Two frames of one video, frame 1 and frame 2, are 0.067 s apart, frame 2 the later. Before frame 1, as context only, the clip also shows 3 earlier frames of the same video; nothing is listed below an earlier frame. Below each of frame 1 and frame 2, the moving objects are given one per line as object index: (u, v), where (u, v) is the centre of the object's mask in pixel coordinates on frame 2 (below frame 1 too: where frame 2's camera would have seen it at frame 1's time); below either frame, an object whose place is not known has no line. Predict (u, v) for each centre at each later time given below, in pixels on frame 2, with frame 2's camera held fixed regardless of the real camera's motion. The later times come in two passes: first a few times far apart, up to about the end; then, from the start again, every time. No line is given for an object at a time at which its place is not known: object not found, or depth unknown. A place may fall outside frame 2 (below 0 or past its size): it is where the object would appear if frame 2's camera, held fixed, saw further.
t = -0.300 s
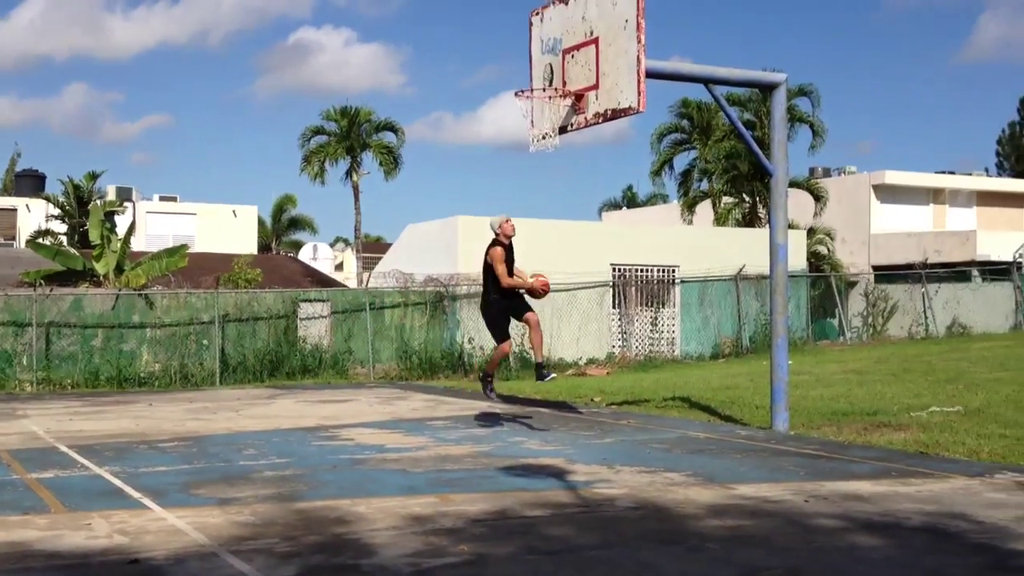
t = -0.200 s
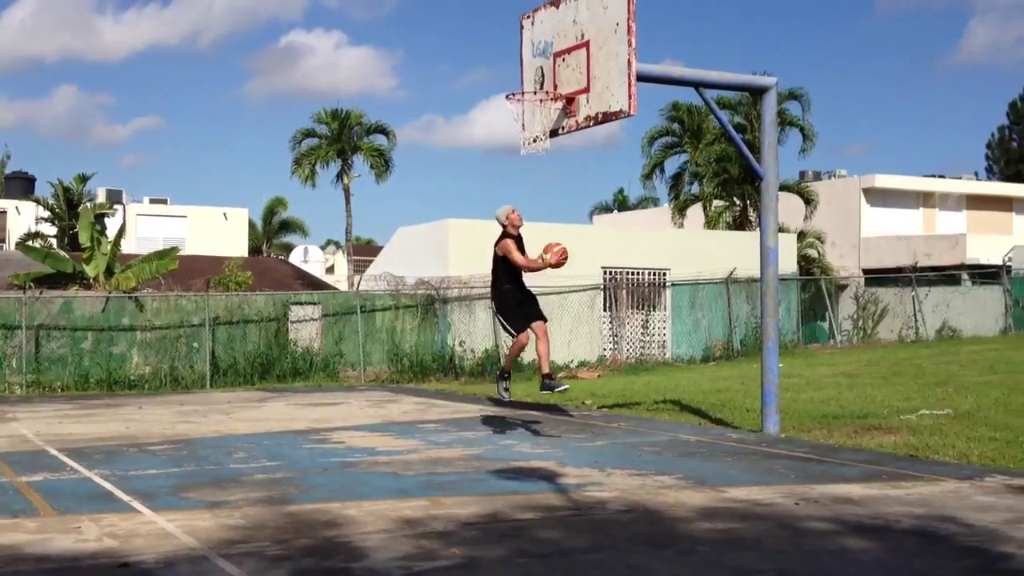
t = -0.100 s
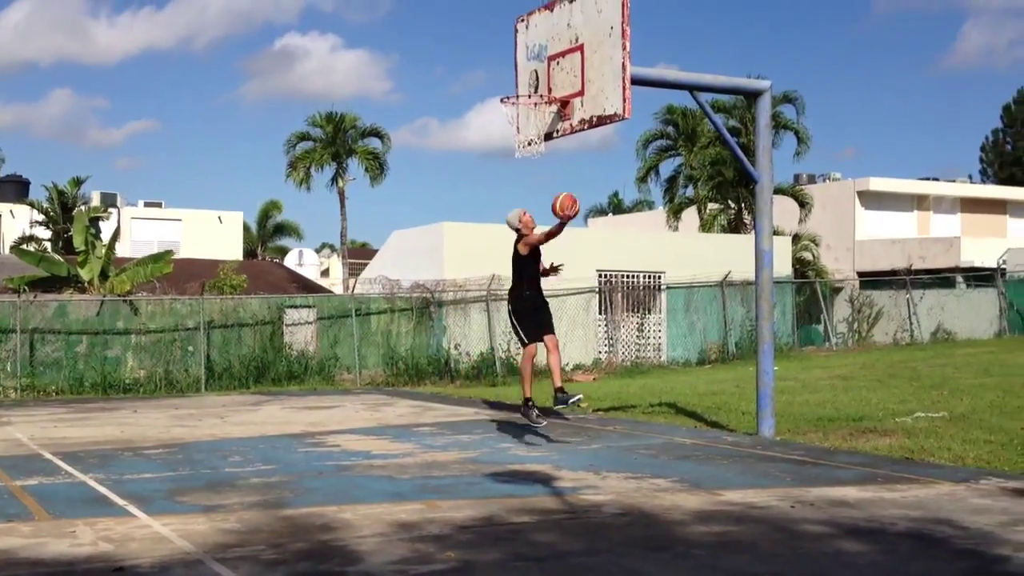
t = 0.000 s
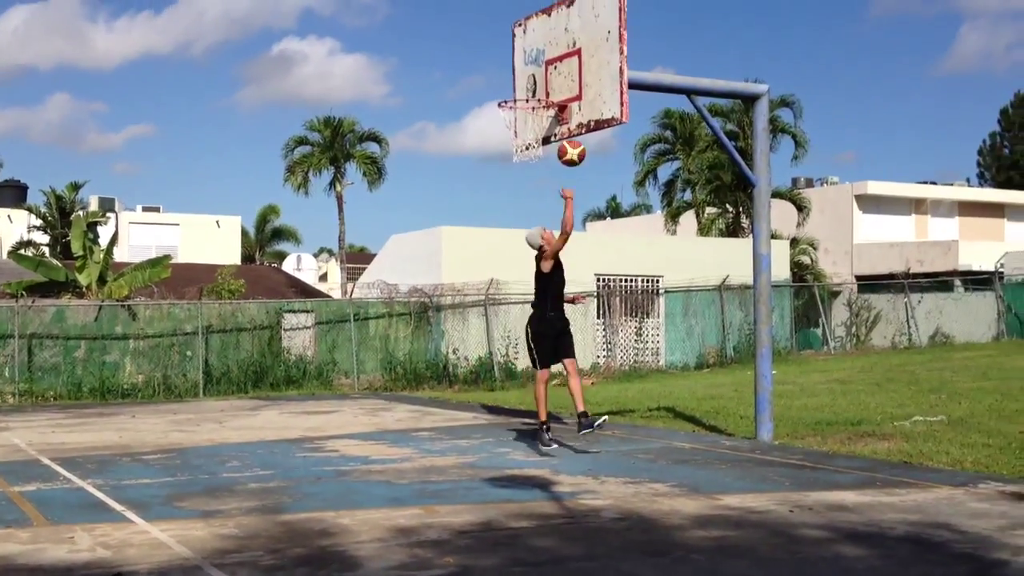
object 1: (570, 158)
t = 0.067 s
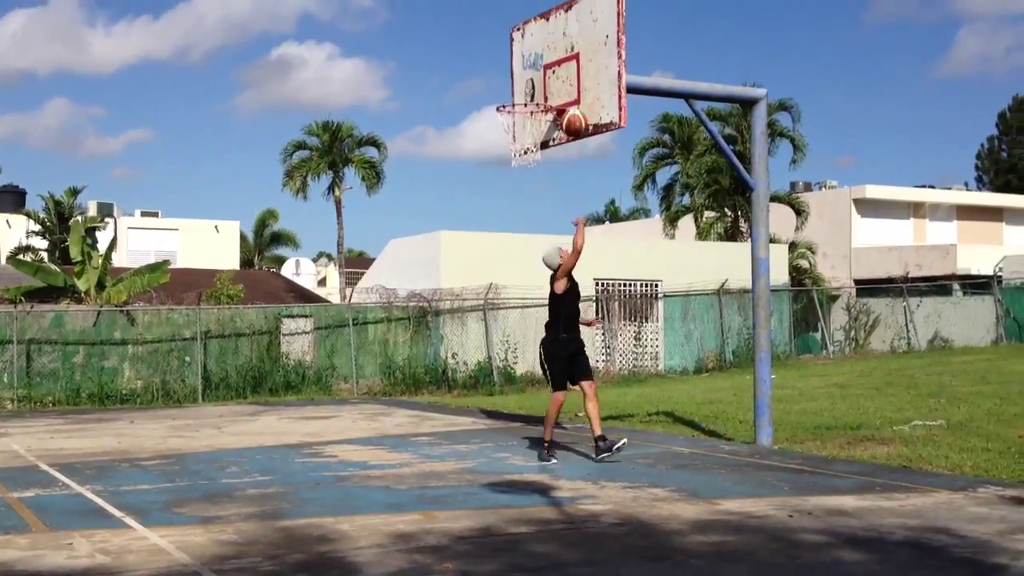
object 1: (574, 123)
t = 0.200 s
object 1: (560, 86)
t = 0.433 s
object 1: (521, 80)
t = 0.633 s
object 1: (513, 88)
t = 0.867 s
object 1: (531, 88)
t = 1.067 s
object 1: (543, 90)
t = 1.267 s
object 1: (556, 94)
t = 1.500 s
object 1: (573, 145)
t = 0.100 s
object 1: (576, 108)
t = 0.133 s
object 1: (571, 98)
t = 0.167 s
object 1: (566, 92)
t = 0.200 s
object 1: (560, 86)
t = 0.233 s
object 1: (554, 81)
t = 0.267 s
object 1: (549, 77)
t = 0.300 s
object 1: (543, 76)
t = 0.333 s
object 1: (537, 75)
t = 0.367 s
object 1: (532, 75)
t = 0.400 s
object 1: (526, 77)
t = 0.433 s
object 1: (521, 80)
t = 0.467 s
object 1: (515, 84)
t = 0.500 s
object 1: (509, 89)
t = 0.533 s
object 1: (505, 94)
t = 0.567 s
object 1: (508, 92)
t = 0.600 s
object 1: (510, 89)
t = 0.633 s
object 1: (513, 88)
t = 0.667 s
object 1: (516, 88)
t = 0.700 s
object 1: (520, 89)
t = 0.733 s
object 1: (522, 90)
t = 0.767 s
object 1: (524, 89)
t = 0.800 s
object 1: (526, 88)
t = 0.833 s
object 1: (528, 88)
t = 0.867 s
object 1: (531, 88)
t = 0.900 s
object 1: (533, 91)
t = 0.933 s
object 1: (535, 89)
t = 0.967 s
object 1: (537, 89)
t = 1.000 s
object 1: (538, 90)
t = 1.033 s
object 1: (540, 90)
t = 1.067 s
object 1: (543, 90)
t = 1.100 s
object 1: (544, 90)
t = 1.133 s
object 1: (545, 90)
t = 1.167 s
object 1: (548, 90)
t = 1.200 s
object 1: (550, 92)
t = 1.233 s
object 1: (553, 92)
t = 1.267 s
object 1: (556, 94)
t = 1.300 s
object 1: (558, 98)
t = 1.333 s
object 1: (561, 103)
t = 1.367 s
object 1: (563, 109)
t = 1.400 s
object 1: (565, 116)
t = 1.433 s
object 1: (567, 124)
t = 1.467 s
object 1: (570, 134)
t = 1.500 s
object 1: (573, 145)
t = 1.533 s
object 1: (575, 157)
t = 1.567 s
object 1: (578, 171)
